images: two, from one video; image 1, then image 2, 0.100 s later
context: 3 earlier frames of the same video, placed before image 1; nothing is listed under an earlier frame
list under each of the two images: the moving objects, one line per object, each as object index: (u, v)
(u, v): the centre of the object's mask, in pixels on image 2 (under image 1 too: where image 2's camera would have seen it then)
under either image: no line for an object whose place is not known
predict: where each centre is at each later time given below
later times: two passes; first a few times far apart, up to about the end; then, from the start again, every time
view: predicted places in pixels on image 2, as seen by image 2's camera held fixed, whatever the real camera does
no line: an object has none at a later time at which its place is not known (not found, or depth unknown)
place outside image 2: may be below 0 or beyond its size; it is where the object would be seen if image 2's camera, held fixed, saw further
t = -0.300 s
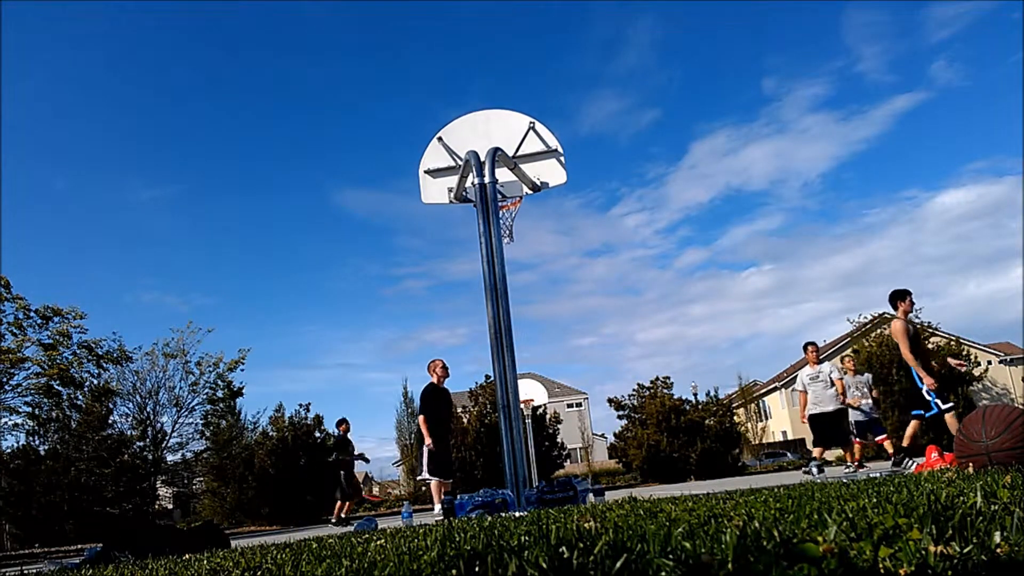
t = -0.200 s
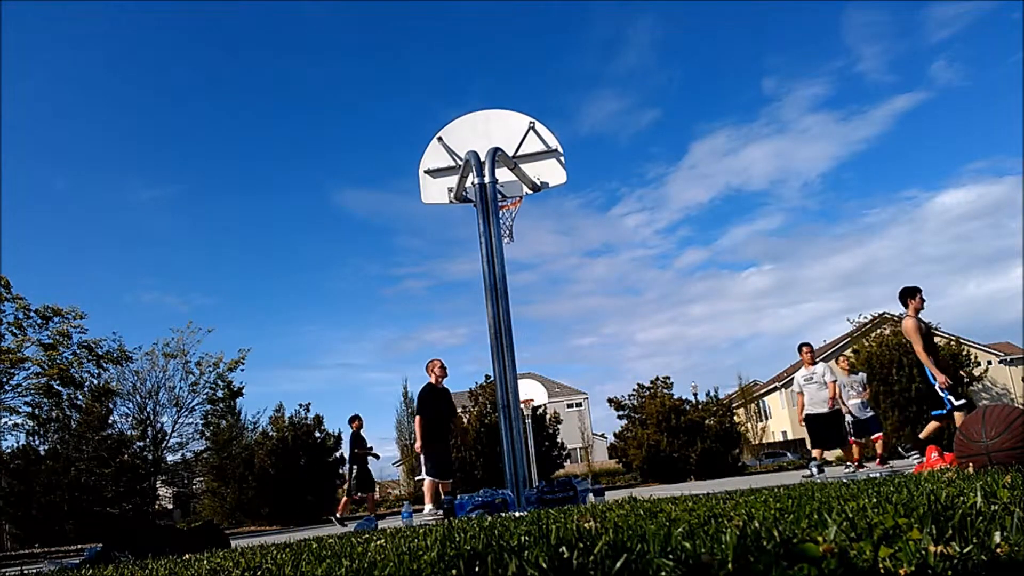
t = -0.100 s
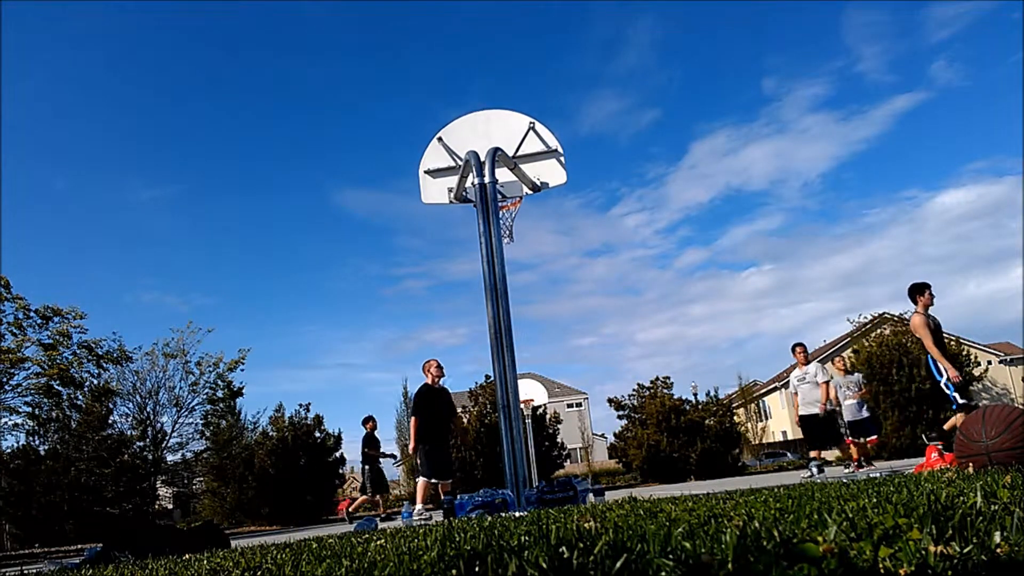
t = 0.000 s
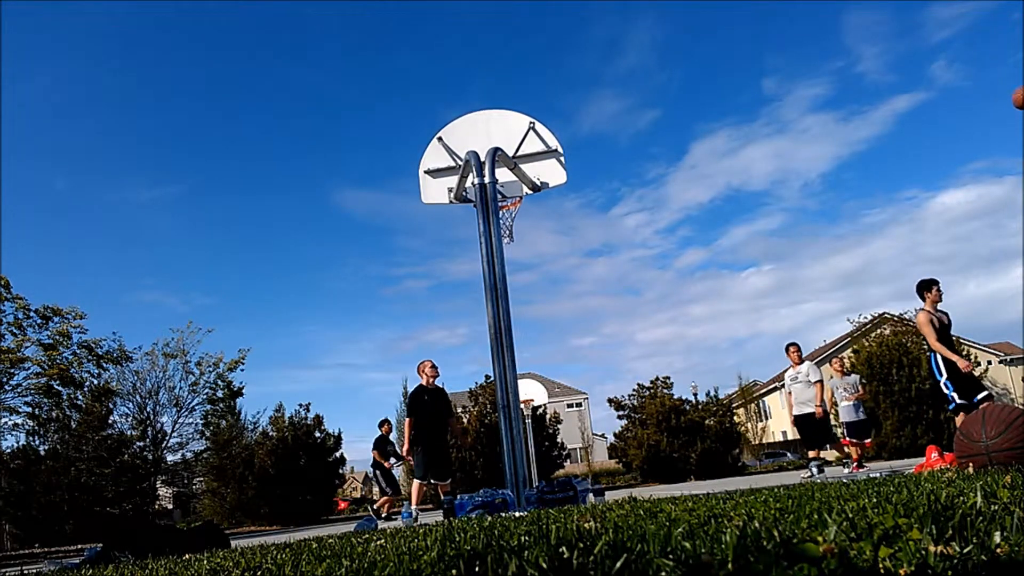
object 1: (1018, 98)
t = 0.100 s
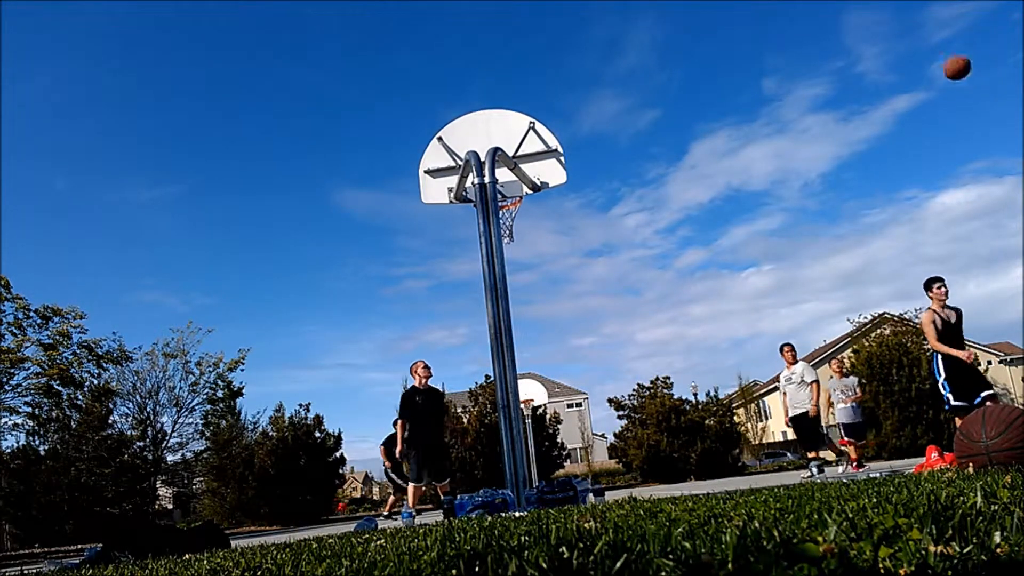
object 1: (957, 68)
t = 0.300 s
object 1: (831, 37)
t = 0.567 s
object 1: (681, 54)
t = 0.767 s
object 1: (578, 110)
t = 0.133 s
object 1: (935, 60)
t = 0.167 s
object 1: (913, 53)
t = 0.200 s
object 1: (892, 47)
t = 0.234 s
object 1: (871, 43)
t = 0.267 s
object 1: (850, 39)
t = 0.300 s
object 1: (831, 37)
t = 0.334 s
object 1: (811, 35)
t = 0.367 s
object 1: (791, 35)
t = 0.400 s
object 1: (772, 35)
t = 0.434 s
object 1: (754, 37)
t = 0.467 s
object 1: (735, 40)
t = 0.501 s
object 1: (717, 44)
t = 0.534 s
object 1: (699, 48)
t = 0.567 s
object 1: (681, 54)
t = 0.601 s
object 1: (663, 61)
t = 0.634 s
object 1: (646, 69)
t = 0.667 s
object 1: (629, 78)
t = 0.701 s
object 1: (611, 88)
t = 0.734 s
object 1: (594, 98)
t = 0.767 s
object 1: (578, 110)
